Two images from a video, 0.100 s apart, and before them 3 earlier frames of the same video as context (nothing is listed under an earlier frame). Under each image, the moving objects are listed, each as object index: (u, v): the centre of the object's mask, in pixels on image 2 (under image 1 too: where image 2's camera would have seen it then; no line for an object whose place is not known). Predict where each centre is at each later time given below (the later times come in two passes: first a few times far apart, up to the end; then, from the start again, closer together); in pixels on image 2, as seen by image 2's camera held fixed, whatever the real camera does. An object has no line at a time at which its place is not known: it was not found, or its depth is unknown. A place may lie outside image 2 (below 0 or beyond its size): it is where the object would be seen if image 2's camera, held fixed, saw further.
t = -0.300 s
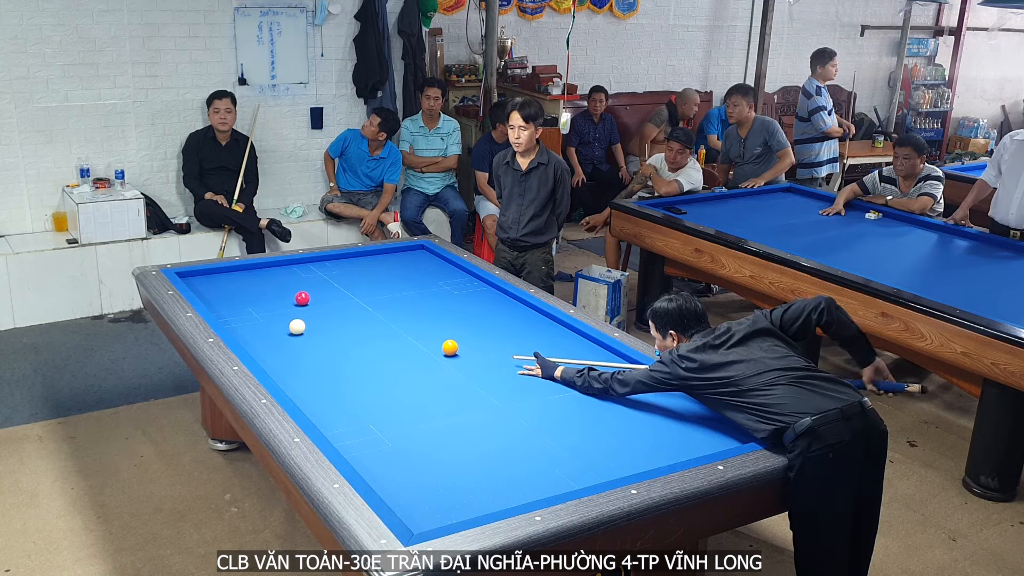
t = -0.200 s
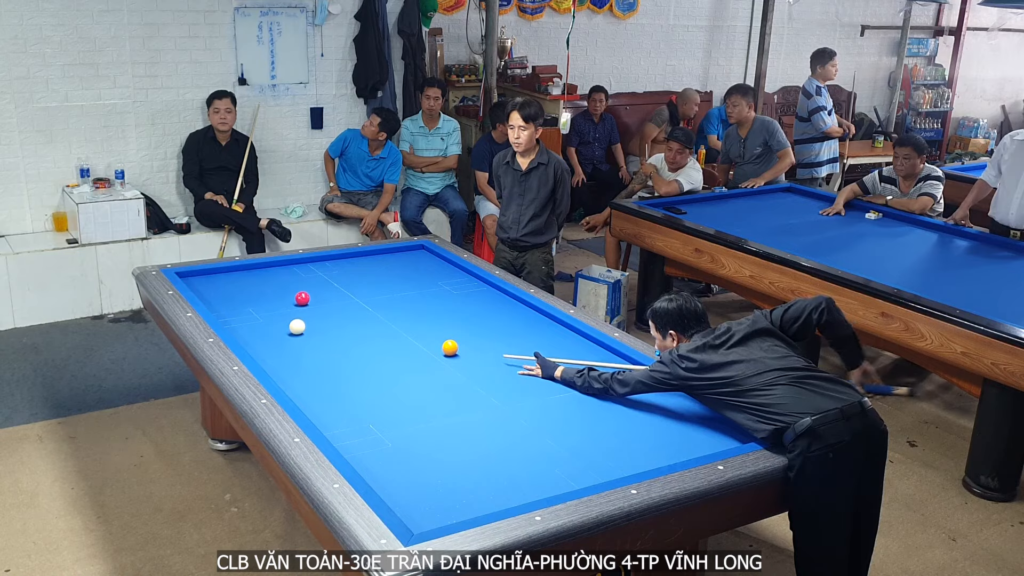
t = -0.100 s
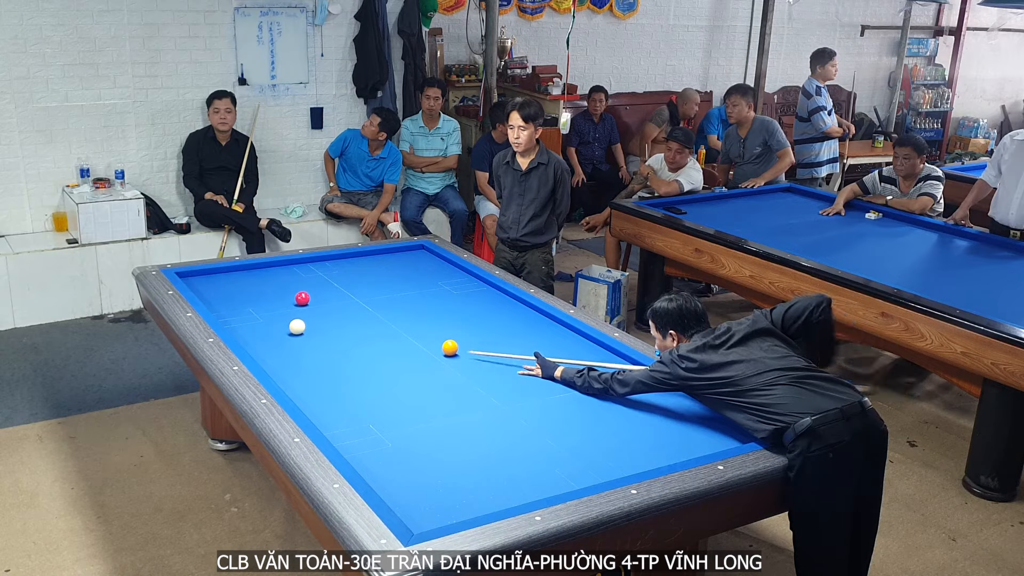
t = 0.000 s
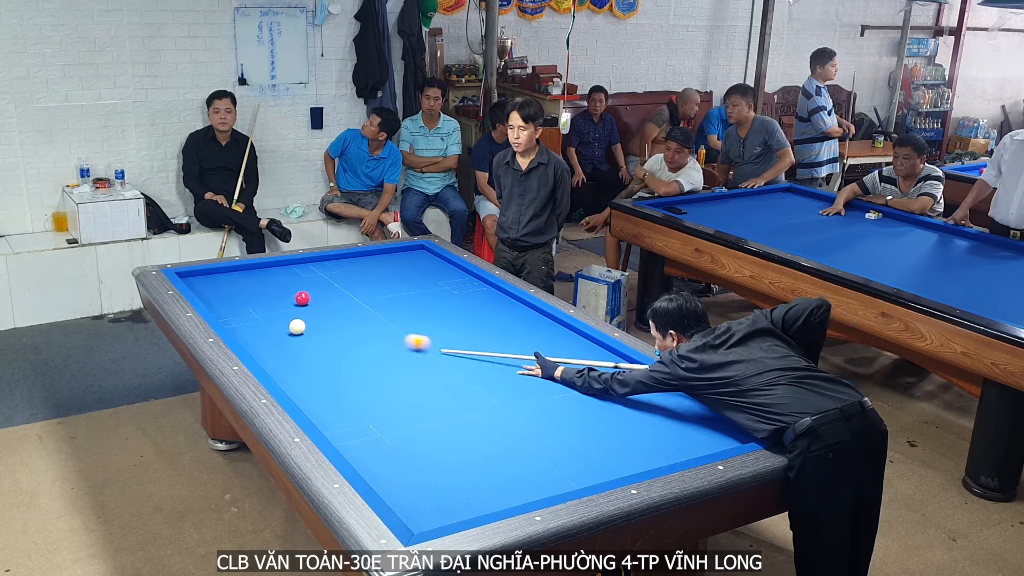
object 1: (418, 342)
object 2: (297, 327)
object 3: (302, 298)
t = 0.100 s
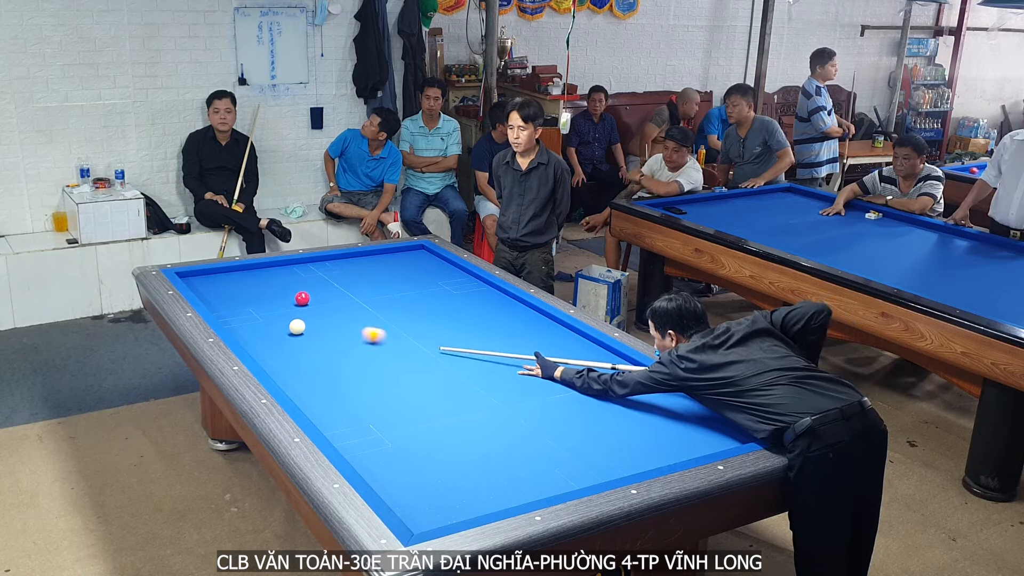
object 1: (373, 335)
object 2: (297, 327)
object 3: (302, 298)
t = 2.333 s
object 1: (298, 291)
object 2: (386, 278)
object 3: (290, 263)
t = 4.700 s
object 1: (297, 288)
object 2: (389, 258)
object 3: (323, 273)
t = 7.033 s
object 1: (297, 288)
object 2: (333, 258)
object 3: (325, 275)
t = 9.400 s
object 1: (297, 288)
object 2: (325, 258)
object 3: (326, 275)
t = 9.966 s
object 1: (297, 288)
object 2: (325, 258)
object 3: (326, 275)
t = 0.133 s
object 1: (360, 333)
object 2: (297, 327)
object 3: (302, 299)
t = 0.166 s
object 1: (347, 331)
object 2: (297, 327)
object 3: (302, 299)
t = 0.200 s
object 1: (334, 328)
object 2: (297, 327)
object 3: (302, 298)
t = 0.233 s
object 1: (322, 327)
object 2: (297, 327)
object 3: (302, 299)
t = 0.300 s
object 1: (311, 323)
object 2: (285, 327)
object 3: (302, 298)
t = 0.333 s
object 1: (310, 321)
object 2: (276, 328)
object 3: (302, 299)
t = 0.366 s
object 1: (309, 319)
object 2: (267, 328)
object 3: (302, 298)
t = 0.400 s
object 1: (308, 317)
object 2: (258, 329)
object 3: (302, 299)
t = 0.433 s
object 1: (308, 315)
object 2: (250, 329)
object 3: (302, 298)
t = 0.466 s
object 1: (307, 314)
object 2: (242, 330)
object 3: (302, 299)
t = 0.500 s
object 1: (306, 312)
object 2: (236, 329)
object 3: (302, 298)
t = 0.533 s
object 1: (306, 311)
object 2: (238, 329)
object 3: (302, 298)
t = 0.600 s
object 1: (305, 308)
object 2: (247, 326)
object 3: (301, 297)
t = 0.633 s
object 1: (304, 307)
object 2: (251, 325)
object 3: (301, 296)
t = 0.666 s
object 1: (304, 305)
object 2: (255, 324)
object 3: (301, 296)
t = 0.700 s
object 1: (303, 304)
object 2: (259, 322)
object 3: (301, 295)
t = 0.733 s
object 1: (303, 303)
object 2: (262, 322)
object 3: (301, 294)
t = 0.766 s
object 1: (303, 303)
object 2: (265, 320)
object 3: (301, 294)
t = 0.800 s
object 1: (302, 303)
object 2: (268, 319)
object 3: (301, 293)
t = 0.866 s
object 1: (302, 302)
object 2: (275, 317)
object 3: (300, 291)
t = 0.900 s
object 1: (302, 302)
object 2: (278, 316)
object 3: (300, 291)
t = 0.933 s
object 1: (302, 301)
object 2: (281, 315)
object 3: (300, 290)
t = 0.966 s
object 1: (302, 301)
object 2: (284, 314)
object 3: (300, 290)
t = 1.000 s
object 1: (301, 300)
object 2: (287, 313)
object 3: (299, 289)
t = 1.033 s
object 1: (301, 300)
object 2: (290, 312)
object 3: (299, 288)
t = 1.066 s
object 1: (301, 299)
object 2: (293, 311)
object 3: (299, 288)
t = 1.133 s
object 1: (301, 298)
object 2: (299, 309)
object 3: (298, 287)
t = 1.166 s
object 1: (301, 297)
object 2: (302, 308)
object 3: (298, 286)
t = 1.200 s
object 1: (300, 297)
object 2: (305, 307)
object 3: (298, 285)
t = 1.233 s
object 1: (299, 297)
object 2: (307, 306)
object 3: (298, 285)
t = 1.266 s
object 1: (300, 298)
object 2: (310, 305)
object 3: (297, 284)
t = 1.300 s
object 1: (300, 298)
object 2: (313, 304)
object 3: (297, 283)
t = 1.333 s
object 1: (300, 298)
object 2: (316, 303)
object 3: (297, 283)
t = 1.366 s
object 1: (300, 297)
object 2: (318, 302)
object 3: (296, 282)
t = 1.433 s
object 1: (300, 297)
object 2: (324, 300)
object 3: (296, 280)
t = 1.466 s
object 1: (300, 296)
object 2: (326, 299)
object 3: (296, 280)
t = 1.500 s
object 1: (299, 296)
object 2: (329, 298)
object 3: (295, 279)
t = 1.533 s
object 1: (299, 296)
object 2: (331, 297)
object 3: (295, 278)
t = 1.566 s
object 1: (299, 296)
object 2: (334, 296)
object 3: (295, 278)
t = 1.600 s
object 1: (299, 295)
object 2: (336, 296)
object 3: (295, 277)
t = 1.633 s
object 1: (299, 295)
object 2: (339, 295)
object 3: (294, 276)
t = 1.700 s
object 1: (299, 295)
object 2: (344, 293)
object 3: (294, 275)
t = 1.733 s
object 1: (299, 295)
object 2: (346, 292)
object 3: (293, 274)
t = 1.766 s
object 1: (299, 294)
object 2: (349, 291)
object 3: (293, 274)
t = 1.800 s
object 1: (299, 294)
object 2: (351, 291)
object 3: (293, 273)
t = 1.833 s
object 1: (298, 294)
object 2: (354, 290)
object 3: (293, 272)
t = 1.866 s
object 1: (298, 294)
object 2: (356, 289)
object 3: (292, 272)
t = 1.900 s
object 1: (298, 293)
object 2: (358, 288)
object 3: (292, 271)
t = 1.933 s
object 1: (298, 293)
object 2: (360, 287)
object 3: (292, 270)
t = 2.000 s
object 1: (298, 293)
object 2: (365, 286)
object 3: (292, 269)
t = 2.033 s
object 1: (298, 293)
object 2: (367, 285)
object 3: (291, 269)
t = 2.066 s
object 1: (298, 292)
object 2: (370, 284)
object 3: (291, 268)
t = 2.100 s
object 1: (298, 292)
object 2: (372, 284)
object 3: (291, 267)
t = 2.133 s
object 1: (298, 292)
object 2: (374, 283)
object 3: (291, 267)
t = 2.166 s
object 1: (298, 292)
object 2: (376, 282)
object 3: (290, 266)
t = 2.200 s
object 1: (298, 292)
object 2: (378, 281)
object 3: (290, 266)
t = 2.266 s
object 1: (298, 291)
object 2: (383, 280)
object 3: (290, 264)
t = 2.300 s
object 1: (298, 291)
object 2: (384, 279)
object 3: (290, 264)
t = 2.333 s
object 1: (298, 291)
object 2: (386, 278)
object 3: (290, 263)
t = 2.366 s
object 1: (298, 291)
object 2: (389, 278)
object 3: (289, 263)
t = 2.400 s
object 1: (298, 291)
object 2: (391, 277)
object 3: (289, 262)
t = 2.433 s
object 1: (298, 291)
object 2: (393, 276)
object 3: (289, 262)
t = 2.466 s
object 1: (297, 291)
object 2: (395, 276)
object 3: (290, 262)
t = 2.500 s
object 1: (297, 290)
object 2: (396, 275)
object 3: (291, 263)
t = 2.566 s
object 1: (297, 290)
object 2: (400, 274)
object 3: (292, 263)
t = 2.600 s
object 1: (297, 290)
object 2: (402, 273)
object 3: (293, 263)
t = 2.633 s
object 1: (297, 290)
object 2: (404, 272)
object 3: (294, 263)
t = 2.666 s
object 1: (297, 290)
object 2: (406, 272)
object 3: (294, 264)
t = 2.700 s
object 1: (297, 290)
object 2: (408, 271)
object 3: (295, 264)
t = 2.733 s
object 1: (297, 289)
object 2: (410, 270)
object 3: (296, 264)
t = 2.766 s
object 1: (297, 289)
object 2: (412, 270)
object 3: (297, 264)
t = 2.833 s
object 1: (297, 289)
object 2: (415, 269)
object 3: (298, 265)
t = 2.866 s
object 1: (297, 289)
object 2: (417, 268)
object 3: (298, 265)
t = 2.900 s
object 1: (297, 289)
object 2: (419, 267)
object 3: (299, 265)
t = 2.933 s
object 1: (297, 289)
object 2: (420, 267)
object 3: (300, 266)
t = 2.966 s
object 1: (297, 289)
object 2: (422, 266)
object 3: (300, 266)
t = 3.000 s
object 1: (297, 289)
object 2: (424, 265)
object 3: (301, 266)
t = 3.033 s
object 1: (297, 289)
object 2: (426, 265)
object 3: (301, 266)
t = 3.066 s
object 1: (297, 289)
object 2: (427, 264)
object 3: (302, 267)
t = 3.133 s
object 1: (297, 289)
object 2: (431, 263)
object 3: (303, 267)
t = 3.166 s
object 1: (297, 289)
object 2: (432, 263)
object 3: (304, 267)
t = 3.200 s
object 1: (297, 289)
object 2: (434, 262)
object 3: (305, 267)
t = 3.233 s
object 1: (297, 288)
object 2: (436, 261)
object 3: (305, 268)
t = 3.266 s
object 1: (297, 288)
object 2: (437, 261)
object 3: (306, 268)
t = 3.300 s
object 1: (297, 288)
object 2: (439, 260)
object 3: (306, 268)
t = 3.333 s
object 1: (297, 288)
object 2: (440, 260)
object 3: (307, 268)
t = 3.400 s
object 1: (297, 288)
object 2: (441, 259)
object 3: (308, 269)
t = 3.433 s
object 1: (297, 288)
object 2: (439, 259)
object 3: (308, 269)
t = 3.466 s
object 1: (297, 288)
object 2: (437, 259)
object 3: (309, 269)
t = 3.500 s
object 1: (297, 288)
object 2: (436, 259)
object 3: (309, 269)
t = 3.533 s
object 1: (297, 288)
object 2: (434, 259)
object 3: (310, 269)
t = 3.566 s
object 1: (297, 288)
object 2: (433, 259)
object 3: (310, 269)
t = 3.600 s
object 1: (297, 288)
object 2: (431, 259)
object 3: (311, 270)
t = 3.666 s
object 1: (297, 288)
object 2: (428, 259)
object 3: (312, 270)
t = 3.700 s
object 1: (297, 288)
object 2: (427, 259)
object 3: (312, 270)
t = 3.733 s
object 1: (297, 288)
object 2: (425, 259)
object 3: (313, 270)
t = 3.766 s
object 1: (297, 288)
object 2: (424, 259)
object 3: (313, 270)
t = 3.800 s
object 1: (297, 288)
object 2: (423, 259)
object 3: (314, 271)
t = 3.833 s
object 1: (297, 288)
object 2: (421, 259)
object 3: (314, 271)
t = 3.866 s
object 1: (297, 288)
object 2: (420, 259)
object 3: (315, 271)
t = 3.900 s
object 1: (297, 288)
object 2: (419, 259)
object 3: (315, 271)
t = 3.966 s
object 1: (297, 288)
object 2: (416, 259)
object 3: (316, 271)
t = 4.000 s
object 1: (297, 288)
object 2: (415, 259)
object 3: (316, 271)
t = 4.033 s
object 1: (297, 288)
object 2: (413, 259)
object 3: (317, 271)
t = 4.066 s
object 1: (297, 288)
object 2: (412, 259)
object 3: (317, 272)
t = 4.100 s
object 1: (297, 288)
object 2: (411, 259)
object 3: (317, 272)
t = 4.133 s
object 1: (297, 288)
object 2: (409, 259)
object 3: (318, 272)
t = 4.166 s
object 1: (297, 288)
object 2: (408, 259)
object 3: (318, 272)
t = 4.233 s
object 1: (297, 288)
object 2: (405, 259)
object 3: (319, 272)
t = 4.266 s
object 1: (297, 288)
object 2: (404, 259)
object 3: (319, 272)
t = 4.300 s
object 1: (297, 288)
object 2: (403, 259)
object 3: (319, 272)
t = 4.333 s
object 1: (297, 288)
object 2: (402, 259)
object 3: (320, 272)
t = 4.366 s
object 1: (297, 288)
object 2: (400, 259)
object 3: (320, 273)
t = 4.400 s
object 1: (297, 288)
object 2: (399, 259)
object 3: (320, 273)
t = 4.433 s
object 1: (297, 288)
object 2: (398, 259)
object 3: (321, 273)
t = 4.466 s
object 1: (297, 288)
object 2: (397, 259)
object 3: (321, 273)
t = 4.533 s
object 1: (297, 288)
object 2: (394, 259)
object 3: (322, 273)
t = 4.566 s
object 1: (297, 288)
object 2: (393, 259)
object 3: (322, 273)
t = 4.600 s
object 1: (297, 288)
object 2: (392, 258)
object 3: (322, 273)
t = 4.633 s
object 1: (297, 288)
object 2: (391, 258)
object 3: (322, 273)
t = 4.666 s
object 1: (297, 288)
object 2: (390, 258)
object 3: (323, 273)
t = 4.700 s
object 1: (297, 288)
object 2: (389, 258)
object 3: (323, 273)
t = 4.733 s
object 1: (297, 288)
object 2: (387, 258)
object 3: (323, 274)
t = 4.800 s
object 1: (297, 288)
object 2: (385, 258)
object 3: (324, 274)
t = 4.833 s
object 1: (297, 288)
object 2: (384, 258)
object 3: (324, 274)
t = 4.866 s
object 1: (297, 288)
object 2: (383, 258)
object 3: (324, 274)
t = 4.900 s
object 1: (297, 288)
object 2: (382, 258)
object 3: (324, 274)
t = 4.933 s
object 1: (297, 288)
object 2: (381, 258)
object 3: (324, 274)
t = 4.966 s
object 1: (297, 288)
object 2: (380, 258)
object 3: (325, 274)
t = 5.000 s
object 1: (297, 288)
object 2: (379, 258)
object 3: (325, 274)
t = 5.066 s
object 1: (297, 288)
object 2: (377, 258)
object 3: (325, 274)
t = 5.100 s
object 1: (297, 288)
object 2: (376, 258)
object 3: (325, 274)
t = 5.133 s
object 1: (297, 288)
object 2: (375, 258)
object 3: (325, 274)
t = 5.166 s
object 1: (297, 288)
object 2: (374, 258)
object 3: (325, 274)
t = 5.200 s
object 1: (297, 288)
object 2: (373, 258)
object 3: (325, 274)
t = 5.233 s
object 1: (297, 288)
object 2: (372, 258)
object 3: (325, 274)
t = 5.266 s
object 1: (297, 288)
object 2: (371, 258)
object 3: (325, 274)
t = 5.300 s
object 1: (297, 288)
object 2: (370, 258)
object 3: (325, 274)
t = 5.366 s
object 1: (297, 288)
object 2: (368, 258)
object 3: (326, 274)
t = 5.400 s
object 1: (297, 288)
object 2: (367, 258)
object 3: (325, 274)
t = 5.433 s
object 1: (297, 288)
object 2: (366, 258)
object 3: (326, 274)
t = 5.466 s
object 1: (297, 288)
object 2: (365, 258)
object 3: (326, 274)
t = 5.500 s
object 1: (297, 288)
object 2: (364, 258)
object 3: (326, 274)
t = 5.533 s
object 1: (297, 288)
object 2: (363, 258)
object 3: (326, 275)
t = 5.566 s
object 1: (297, 288)
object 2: (362, 258)
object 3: (326, 275)
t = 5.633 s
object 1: (297, 288)
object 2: (361, 258)
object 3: (325, 275)
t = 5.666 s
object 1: (297, 288)
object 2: (360, 258)
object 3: (326, 275)
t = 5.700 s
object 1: (297, 288)
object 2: (359, 258)
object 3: (325, 275)
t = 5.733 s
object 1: (297, 288)
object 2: (358, 258)
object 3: (325, 275)
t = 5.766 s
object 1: (297, 288)
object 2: (357, 258)
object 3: (325, 275)
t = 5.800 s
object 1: (297, 288)
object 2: (356, 258)
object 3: (325, 275)
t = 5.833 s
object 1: (297, 288)
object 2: (356, 258)
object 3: (326, 275)
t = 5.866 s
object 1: (297, 288)
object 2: (355, 258)
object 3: (326, 275)
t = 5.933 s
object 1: (297, 288)
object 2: (353, 258)
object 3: (326, 275)
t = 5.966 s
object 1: (297, 288)
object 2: (353, 258)
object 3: (326, 275)
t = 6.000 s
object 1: (297, 288)
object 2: (352, 258)
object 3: (325, 275)
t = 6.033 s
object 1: (297, 288)
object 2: (351, 258)
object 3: (326, 275)
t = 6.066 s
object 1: (297, 288)
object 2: (350, 258)
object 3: (326, 275)
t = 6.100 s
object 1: (297, 288)
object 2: (350, 258)
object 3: (326, 275)
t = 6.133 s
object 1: (297, 288)
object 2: (349, 258)
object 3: (326, 275)
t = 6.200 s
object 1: (297, 288)
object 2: (347, 258)
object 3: (326, 275)
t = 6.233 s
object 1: (297, 288)
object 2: (347, 258)
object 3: (326, 275)
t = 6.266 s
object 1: (297, 288)
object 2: (346, 258)
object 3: (326, 275)
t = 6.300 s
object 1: (297, 288)
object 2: (345, 257)
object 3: (325, 275)
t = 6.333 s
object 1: (297, 288)
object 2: (344, 255)
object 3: (323, 274)
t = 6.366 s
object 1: (297, 288)
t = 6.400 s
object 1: (295, 288)
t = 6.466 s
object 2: (346, 255)
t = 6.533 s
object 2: (341, 258)
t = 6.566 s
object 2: (340, 258)
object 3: (325, 275)
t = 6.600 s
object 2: (340, 258)
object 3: (325, 275)
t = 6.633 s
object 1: (301, 289)
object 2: (339, 258)
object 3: (325, 275)
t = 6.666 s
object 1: (297, 288)
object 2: (339, 258)
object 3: (325, 275)
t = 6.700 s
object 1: (297, 288)
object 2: (338, 258)
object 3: (325, 275)
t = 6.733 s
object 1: (297, 288)
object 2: (338, 258)
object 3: (325, 275)
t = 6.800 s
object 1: (297, 288)
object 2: (337, 258)
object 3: (325, 275)
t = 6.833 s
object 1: (297, 288)
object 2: (336, 258)
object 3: (325, 275)
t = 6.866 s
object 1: (297, 288)
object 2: (336, 258)
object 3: (325, 275)
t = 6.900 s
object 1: (297, 288)
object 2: (335, 258)
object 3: (325, 275)
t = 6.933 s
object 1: (297, 288)
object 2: (335, 257)
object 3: (325, 275)
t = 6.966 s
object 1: (297, 288)
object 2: (334, 258)
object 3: (325, 275)
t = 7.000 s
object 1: (297, 288)
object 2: (333, 258)
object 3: (325, 275)
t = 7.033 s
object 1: (297, 288)
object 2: (333, 258)
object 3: (325, 275)
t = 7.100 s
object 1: (297, 288)
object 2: (332, 258)
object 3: (325, 275)
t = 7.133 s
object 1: (297, 288)
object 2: (332, 257)
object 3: (325, 275)
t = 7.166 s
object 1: (297, 288)
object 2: (331, 258)
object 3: (325, 275)
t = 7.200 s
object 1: (297, 288)
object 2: (331, 257)
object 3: (325, 275)
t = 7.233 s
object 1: (297, 288)
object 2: (331, 258)
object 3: (325, 275)
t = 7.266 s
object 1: (297, 288)
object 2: (330, 258)
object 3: (325, 275)
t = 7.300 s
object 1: (297, 288)
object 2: (330, 258)
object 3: (325, 275)
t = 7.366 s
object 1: (297, 288)
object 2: (329, 257)
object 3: (325, 275)
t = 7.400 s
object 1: (297, 288)
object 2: (329, 257)
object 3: (325, 275)
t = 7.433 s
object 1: (297, 288)
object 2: (328, 257)
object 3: (325, 275)
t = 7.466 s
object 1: (297, 288)
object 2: (328, 258)
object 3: (325, 275)
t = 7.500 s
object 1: (297, 288)
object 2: (328, 257)
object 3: (325, 275)
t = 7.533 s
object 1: (297, 288)
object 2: (327, 258)
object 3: (325, 275)
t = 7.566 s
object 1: (297, 288)
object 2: (327, 257)
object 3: (325, 275)
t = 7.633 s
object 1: (297, 288)
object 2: (327, 258)
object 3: (325, 275)
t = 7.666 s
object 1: (297, 288)
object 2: (327, 258)
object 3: (325, 275)
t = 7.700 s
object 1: (297, 288)
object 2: (326, 258)
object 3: (325, 275)
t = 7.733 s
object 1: (297, 288)
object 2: (326, 258)
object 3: (325, 275)
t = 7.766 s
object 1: (297, 288)
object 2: (326, 258)
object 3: (325, 275)
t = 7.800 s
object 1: (297, 288)
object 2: (326, 258)
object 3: (326, 275)
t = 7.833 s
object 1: (297, 288)
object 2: (326, 258)
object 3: (325, 275)
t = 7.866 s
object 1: (297, 288)
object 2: (326, 258)
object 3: (325, 275)
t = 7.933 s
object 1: (297, 288)
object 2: (326, 258)
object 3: (325, 275)
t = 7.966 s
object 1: (297, 288)
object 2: (325, 258)
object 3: (325, 275)
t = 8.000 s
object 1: (297, 288)
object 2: (325, 258)
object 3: (325, 275)
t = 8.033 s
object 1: (297, 288)
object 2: (325, 258)
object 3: (325, 275)
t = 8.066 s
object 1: (297, 288)
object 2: (325, 258)
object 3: (325, 275)
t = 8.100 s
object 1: (297, 288)
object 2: (325, 258)
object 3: (325, 275)
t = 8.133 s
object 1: (297, 288)
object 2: (325, 258)
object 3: (326, 275)
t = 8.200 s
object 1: (297, 288)
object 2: (325, 258)
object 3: (326, 275)
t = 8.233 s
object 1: (297, 288)
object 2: (325, 258)
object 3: (326, 275)
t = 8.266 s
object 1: (297, 288)
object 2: (325, 258)
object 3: (326, 275)
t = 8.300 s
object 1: (297, 288)
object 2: (325, 258)
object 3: (326, 275)
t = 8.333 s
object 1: (297, 288)
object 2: (325, 258)
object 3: (325, 275)
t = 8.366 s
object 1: (297, 288)
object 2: (325, 258)
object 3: (325, 275)
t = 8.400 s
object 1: (297, 288)
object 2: (325, 258)
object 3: (325, 275)
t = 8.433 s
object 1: (297, 288)
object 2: (324, 258)
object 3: (325, 275)
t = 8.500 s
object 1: (297, 288)
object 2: (325, 258)
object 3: (325, 275)
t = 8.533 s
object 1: (297, 288)
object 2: (324, 258)
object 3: (325, 275)
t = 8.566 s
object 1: (297, 288)
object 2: (324, 258)
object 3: (325, 275)
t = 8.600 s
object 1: (297, 288)
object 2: (324, 258)
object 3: (325, 275)
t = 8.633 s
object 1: (297, 288)
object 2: (324, 258)
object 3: (325, 275)
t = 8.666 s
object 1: (297, 288)
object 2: (325, 258)
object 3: (325, 275)
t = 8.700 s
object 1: (297, 288)
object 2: (325, 258)
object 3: (325, 275)
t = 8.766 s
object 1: (297, 288)
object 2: (325, 258)
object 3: (325, 275)
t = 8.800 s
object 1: (297, 288)
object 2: (325, 258)
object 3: (325, 275)
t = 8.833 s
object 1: (297, 288)
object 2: (325, 258)
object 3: (325, 275)
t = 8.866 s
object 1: (297, 288)
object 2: (325, 258)
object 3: (325, 275)
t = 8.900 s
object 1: (297, 288)
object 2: (325, 258)
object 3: (326, 275)
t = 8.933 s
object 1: (297, 288)
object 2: (325, 258)
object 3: (325, 275)
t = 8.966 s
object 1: (297, 288)
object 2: (325, 258)
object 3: (325, 275)
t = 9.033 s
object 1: (297, 288)
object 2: (325, 258)
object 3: (325, 275)
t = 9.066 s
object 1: (297, 288)
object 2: (325, 258)
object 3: (325, 275)
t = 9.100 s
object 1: (297, 288)
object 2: (325, 258)
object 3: (325, 275)
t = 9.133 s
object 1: (297, 288)
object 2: (325, 258)
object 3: (325, 275)
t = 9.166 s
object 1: (297, 288)
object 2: (325, 258)
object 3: (325, 275)
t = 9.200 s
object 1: (297, 288)
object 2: (325, 258)
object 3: (326, 275)
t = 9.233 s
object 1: (297, 288)
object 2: (325, 258)
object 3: (326, 275)
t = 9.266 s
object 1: (297, 288)
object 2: (325, 258)
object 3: (326, 275)
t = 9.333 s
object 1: (297, 288)
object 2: (325, 258)
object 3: (326, 275)
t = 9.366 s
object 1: (297, 288)
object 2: (325, 258)
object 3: (326, 275)
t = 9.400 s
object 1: (297, 288)
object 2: (325, 258)
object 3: (326, 275)
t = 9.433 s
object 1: (297, 288)
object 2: (325, 258)
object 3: (326, 275)
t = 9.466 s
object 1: (297, 288)
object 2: (325, 258)
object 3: (326, 275)
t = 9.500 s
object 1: (297, 288)
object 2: (325, 258)
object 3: (326, 275)
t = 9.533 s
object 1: (297, 288)
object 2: (325, 258)
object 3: (326, 275)
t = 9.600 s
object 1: (297, 288)
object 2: (325, 258)
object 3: (326, 275)
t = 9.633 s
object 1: (297, 288)
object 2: (325, 258)
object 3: (326, 275)
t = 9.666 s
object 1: (297, 288)
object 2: (325, 258)
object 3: (326, 275)
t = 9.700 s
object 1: (297, 288)
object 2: (325, 258)
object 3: (326, 275)
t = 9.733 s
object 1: (297, 288)
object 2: (325, 258)
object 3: (326, 275)
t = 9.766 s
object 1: (297, 288)
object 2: (325, 258)
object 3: (326, 275)
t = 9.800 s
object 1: (297, 288)
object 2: (325, 258)
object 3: (326, 275)
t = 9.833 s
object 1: (297, 288)
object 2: (325, 258)
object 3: (325, 275)
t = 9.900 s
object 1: (297, 288)
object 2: (325, 258)
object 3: (326, 275)
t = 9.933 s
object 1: (297, 288)
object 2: (325, 258)
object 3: (326, 275)
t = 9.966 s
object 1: (297, 288)
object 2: (325, 258)
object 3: (326, 275)
